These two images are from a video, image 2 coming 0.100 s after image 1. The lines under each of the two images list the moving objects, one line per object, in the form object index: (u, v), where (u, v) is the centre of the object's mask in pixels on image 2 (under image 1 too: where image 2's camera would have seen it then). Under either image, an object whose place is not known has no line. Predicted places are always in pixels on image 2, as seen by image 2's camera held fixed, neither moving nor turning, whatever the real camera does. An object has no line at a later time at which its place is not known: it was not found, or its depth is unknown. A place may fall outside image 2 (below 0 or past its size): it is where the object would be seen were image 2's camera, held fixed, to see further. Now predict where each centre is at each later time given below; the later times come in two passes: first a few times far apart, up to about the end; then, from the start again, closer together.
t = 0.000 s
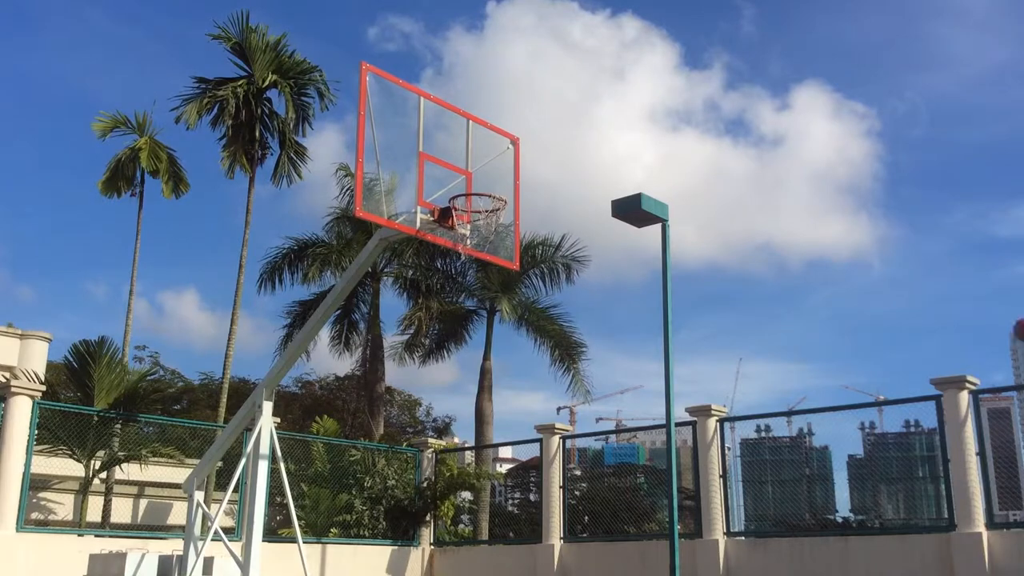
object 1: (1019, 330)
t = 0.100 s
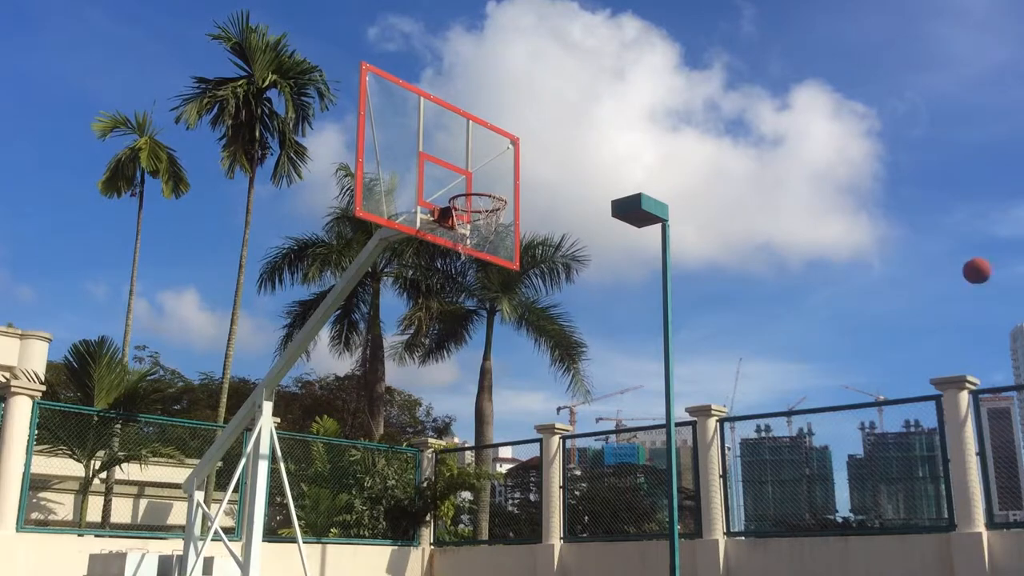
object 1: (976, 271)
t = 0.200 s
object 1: (927, 222)
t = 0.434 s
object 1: (810, 143)
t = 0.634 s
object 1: (711, 115)
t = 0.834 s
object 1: (607, 129)
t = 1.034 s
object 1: (494, 187)
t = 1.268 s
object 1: (492, 314)
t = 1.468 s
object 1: (526, 491)
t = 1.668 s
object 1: (575, 505)
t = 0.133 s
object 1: (960, 253)
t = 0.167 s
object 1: (943, 237)
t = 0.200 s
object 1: (927, 222)
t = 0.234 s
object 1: (910, 207)
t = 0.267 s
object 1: (893, 194)
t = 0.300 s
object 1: (877, 181)
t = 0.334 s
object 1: (860, 171)
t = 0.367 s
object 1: (844, 160)
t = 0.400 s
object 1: (827, 151)
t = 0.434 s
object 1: (810, 143)
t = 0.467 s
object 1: (794, 135)
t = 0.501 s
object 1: (778, 129)
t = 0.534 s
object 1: (761, 124)
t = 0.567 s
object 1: (744, 120)
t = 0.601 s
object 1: (728, 117)
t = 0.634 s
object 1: (711, 115)
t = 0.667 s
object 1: (694, 115)
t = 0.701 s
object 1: (677, 115)
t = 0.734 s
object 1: (660, 117)
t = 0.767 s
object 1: (642, 120)
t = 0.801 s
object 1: (624, 124)
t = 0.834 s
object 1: (607, 129)
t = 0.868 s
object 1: (588, 135)
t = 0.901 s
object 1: (570, 143)
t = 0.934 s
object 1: (552, 152)
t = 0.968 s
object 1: (533, 163)
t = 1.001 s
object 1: (514, 175)
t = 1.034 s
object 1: (494, 187)
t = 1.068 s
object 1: (475, 204)
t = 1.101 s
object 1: (465, 219)
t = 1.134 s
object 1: (470, 239)
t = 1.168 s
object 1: (475, 252)
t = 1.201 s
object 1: (481, 270)
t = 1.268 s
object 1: (492, 314)
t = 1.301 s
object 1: (496, 338)
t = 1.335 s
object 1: (502, 364)
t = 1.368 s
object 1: (508, 392)
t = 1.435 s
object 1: (519, 454)
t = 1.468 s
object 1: (526, 491)
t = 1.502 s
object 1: (531, 528)
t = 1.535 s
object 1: (536, 564)
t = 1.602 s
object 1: (554, 560)
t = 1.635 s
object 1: (565, 532)
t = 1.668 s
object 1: (575, 505)
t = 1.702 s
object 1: (586, 480)
